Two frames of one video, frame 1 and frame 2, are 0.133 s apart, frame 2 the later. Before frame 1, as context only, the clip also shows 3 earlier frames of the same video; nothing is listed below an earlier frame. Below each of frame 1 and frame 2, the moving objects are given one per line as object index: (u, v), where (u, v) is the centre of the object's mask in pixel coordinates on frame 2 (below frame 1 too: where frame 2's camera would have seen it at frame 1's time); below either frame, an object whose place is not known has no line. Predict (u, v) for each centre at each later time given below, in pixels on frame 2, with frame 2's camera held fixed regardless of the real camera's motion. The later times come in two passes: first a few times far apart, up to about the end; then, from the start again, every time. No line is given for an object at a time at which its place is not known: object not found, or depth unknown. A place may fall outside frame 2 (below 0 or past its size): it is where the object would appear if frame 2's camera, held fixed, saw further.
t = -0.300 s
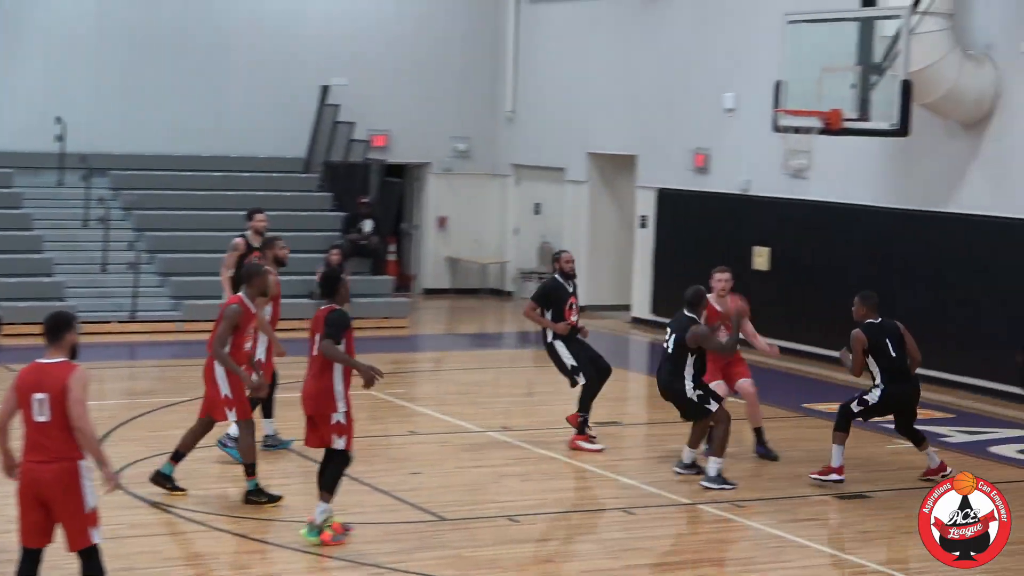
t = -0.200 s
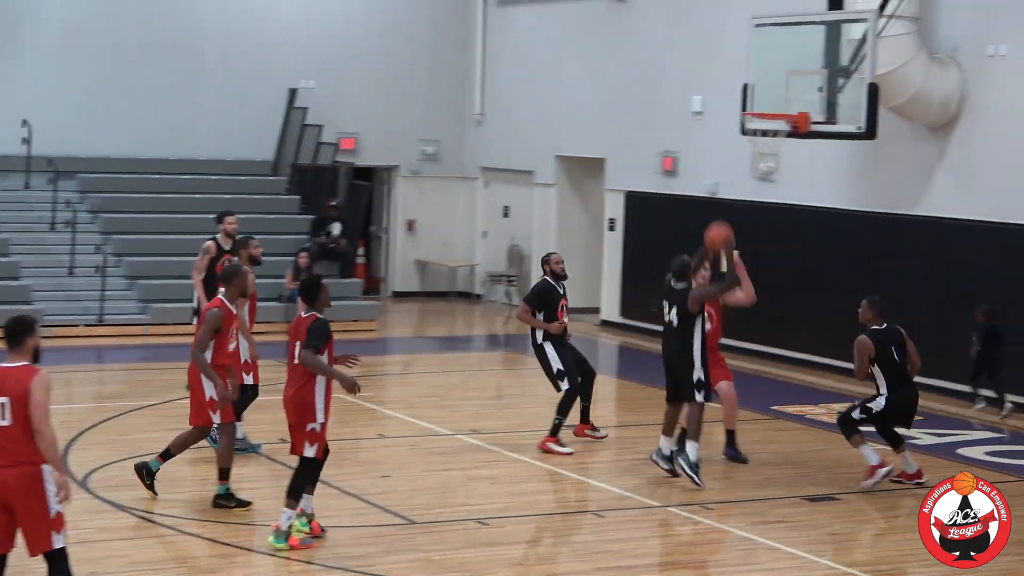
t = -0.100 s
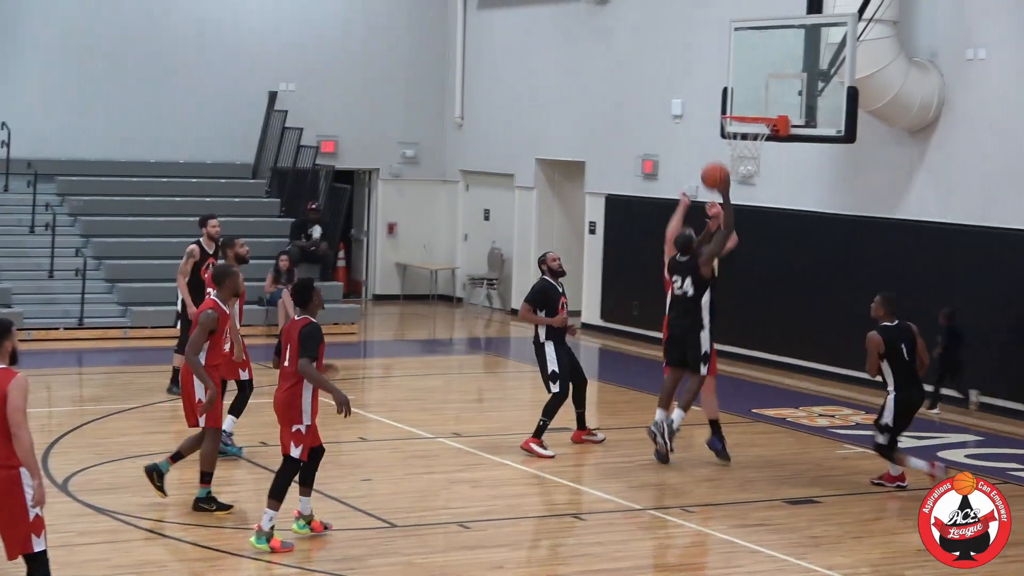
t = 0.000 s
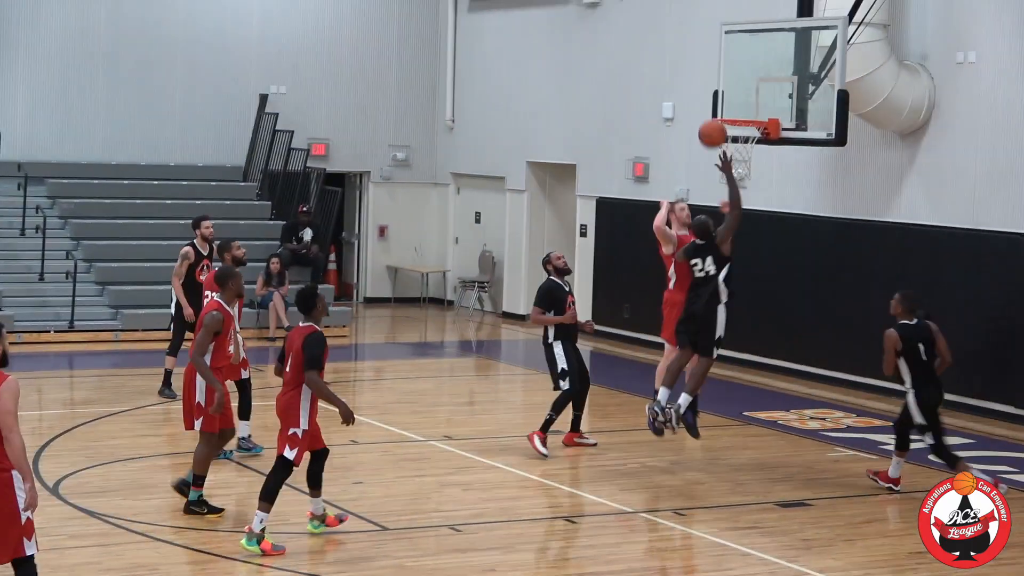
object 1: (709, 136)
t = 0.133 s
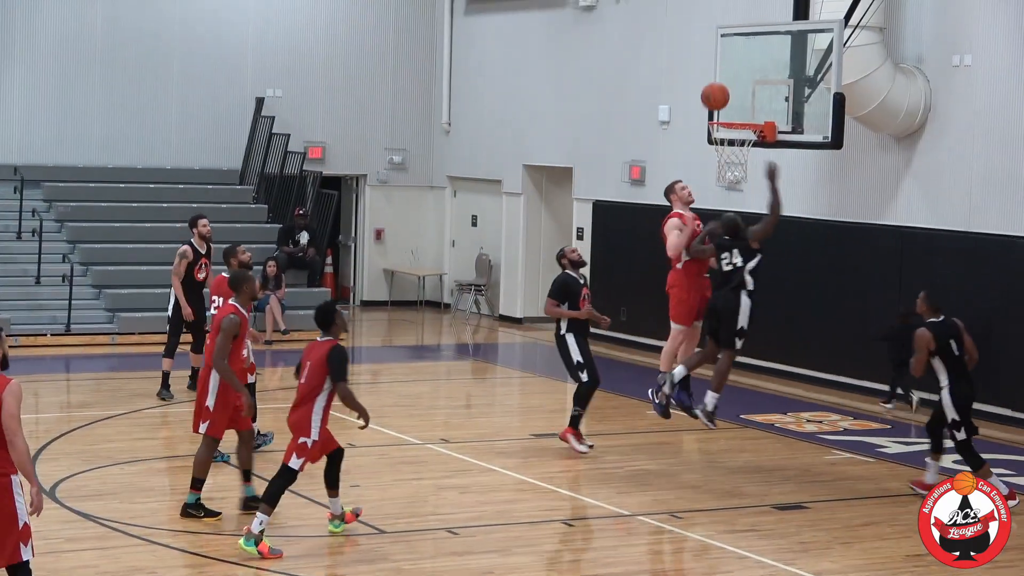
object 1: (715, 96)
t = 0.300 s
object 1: (722, 76)
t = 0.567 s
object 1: (729, 107)
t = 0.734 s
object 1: (733, 155)
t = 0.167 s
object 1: (716, 90)
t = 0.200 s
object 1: (718, 84)
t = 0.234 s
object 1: (719, 80)
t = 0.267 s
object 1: (721, 77)
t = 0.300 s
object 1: (722, 76)
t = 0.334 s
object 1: (723, 75)
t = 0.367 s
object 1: (724, 76)
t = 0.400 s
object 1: (725, 78)
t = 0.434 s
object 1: (726, 81)
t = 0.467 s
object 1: (727, 86)
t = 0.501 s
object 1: (728, 92)
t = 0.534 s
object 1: (729, 99)
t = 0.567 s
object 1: (729, 107)
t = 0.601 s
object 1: (731, 113)
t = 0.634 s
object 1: (730, 127)
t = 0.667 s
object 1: (731, 137)
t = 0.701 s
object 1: (732, 148)
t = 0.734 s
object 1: (733, 155)
